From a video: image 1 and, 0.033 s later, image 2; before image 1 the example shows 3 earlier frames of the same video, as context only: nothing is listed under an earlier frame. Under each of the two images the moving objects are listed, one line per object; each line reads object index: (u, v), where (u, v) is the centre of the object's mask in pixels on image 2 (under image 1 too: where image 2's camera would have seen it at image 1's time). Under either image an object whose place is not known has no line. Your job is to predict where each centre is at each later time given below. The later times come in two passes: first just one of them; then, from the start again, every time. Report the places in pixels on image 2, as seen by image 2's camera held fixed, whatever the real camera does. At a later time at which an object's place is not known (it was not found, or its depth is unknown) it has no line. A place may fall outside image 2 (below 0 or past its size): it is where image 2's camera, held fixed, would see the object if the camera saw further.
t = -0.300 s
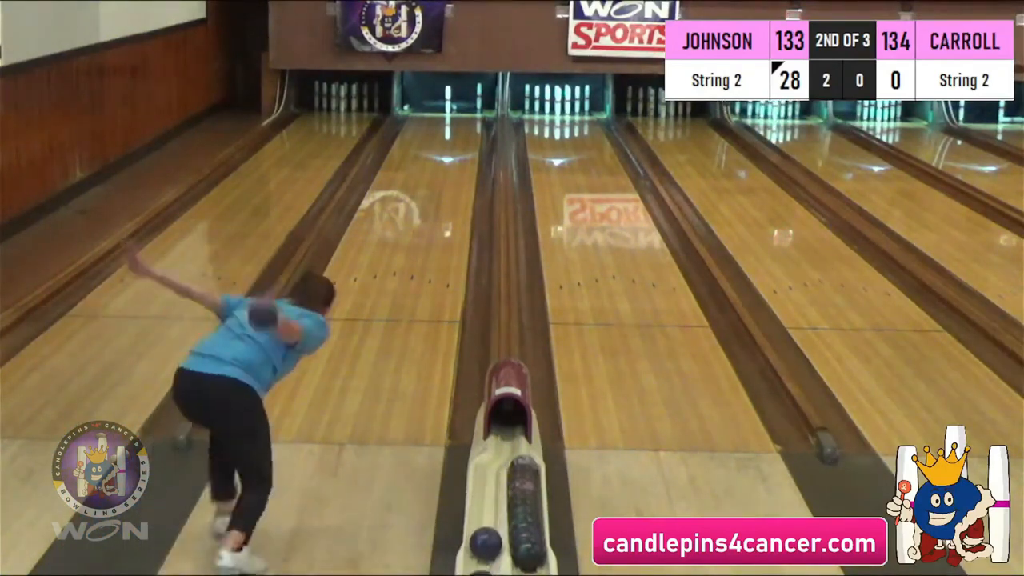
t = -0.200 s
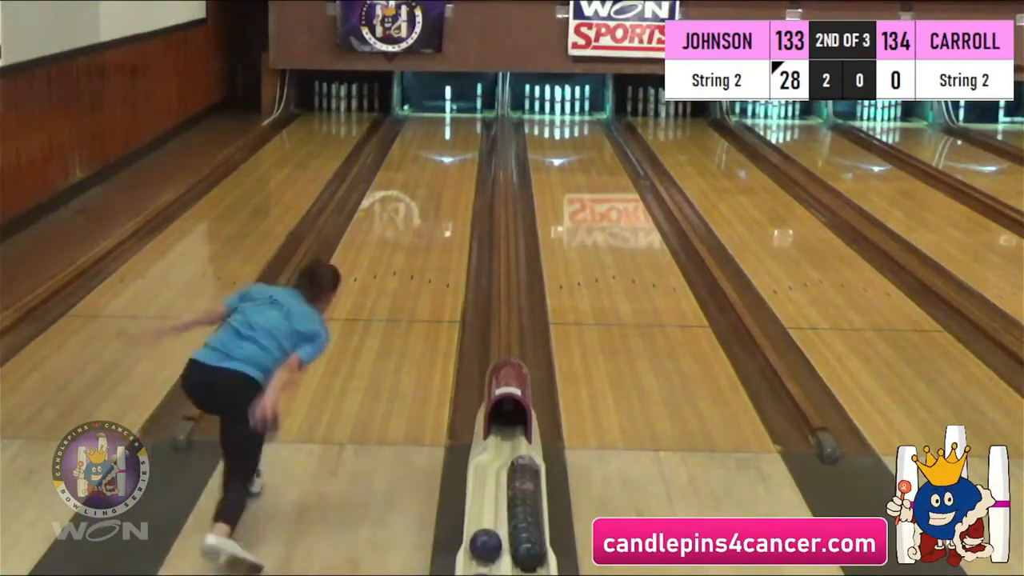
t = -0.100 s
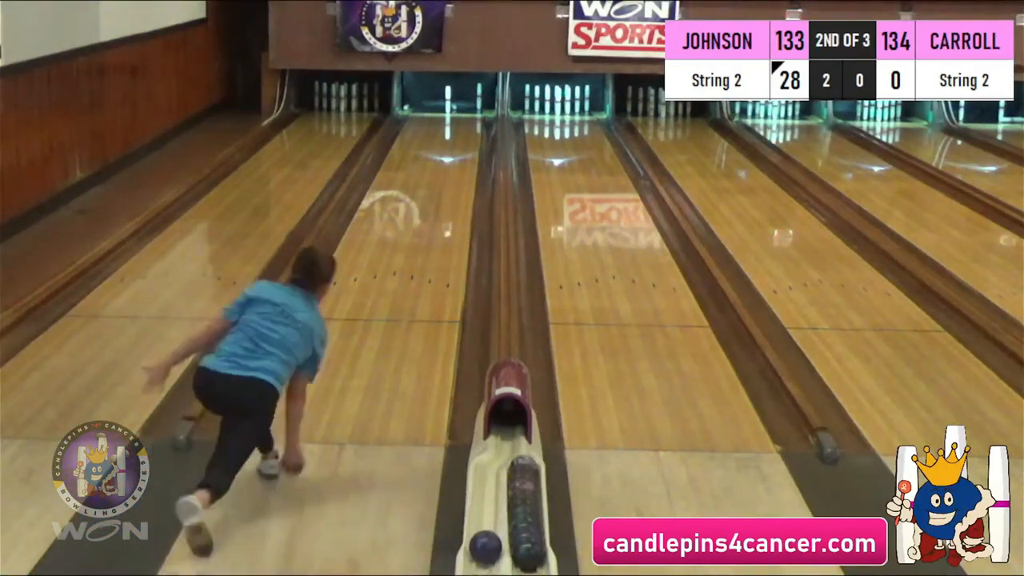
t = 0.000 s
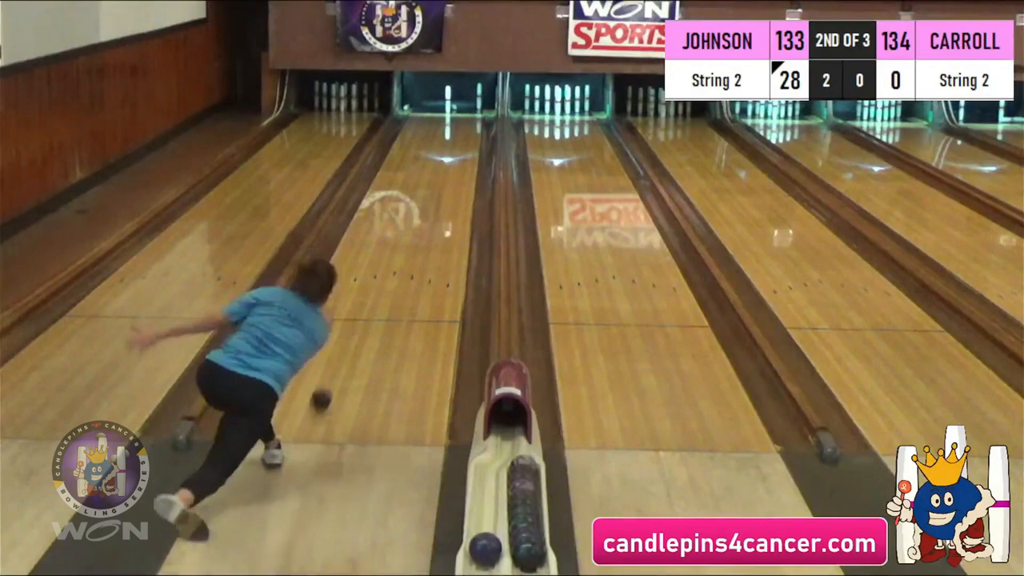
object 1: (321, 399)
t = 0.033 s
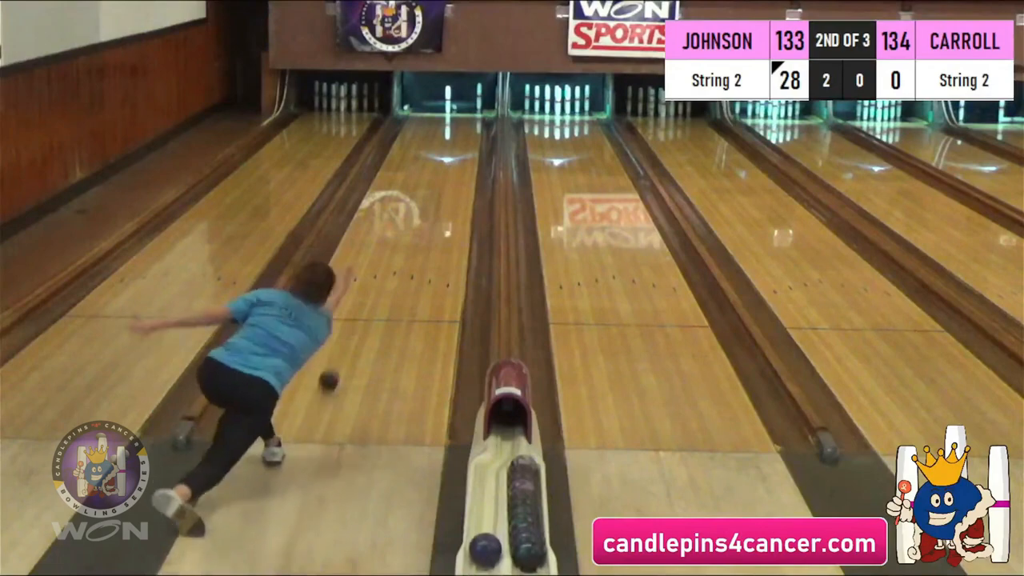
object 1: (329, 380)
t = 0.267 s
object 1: (369, 279)
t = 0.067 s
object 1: (336, 362)
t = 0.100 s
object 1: (343, 346)
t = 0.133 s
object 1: (349, 331)
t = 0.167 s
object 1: (354, 316)
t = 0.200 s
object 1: (359, 303)
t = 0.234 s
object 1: (364, 290)
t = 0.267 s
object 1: (369, 279)
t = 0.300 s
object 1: (373, 269)
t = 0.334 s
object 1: (377, 258)
